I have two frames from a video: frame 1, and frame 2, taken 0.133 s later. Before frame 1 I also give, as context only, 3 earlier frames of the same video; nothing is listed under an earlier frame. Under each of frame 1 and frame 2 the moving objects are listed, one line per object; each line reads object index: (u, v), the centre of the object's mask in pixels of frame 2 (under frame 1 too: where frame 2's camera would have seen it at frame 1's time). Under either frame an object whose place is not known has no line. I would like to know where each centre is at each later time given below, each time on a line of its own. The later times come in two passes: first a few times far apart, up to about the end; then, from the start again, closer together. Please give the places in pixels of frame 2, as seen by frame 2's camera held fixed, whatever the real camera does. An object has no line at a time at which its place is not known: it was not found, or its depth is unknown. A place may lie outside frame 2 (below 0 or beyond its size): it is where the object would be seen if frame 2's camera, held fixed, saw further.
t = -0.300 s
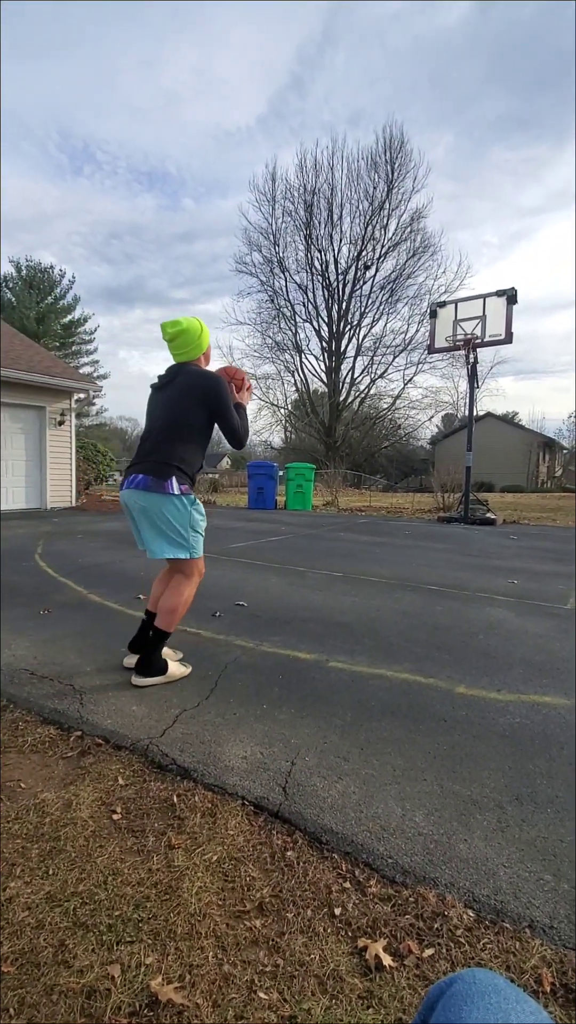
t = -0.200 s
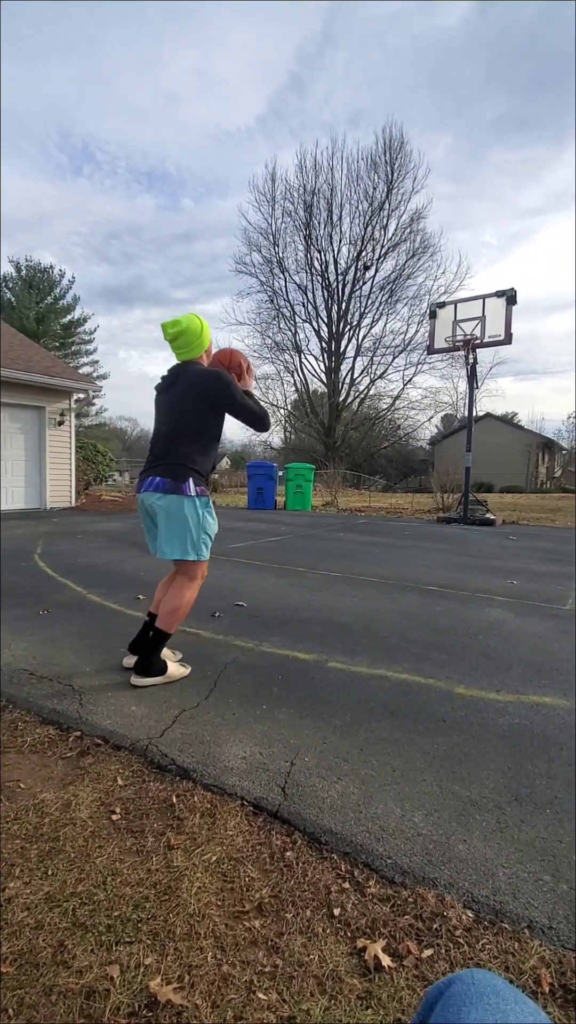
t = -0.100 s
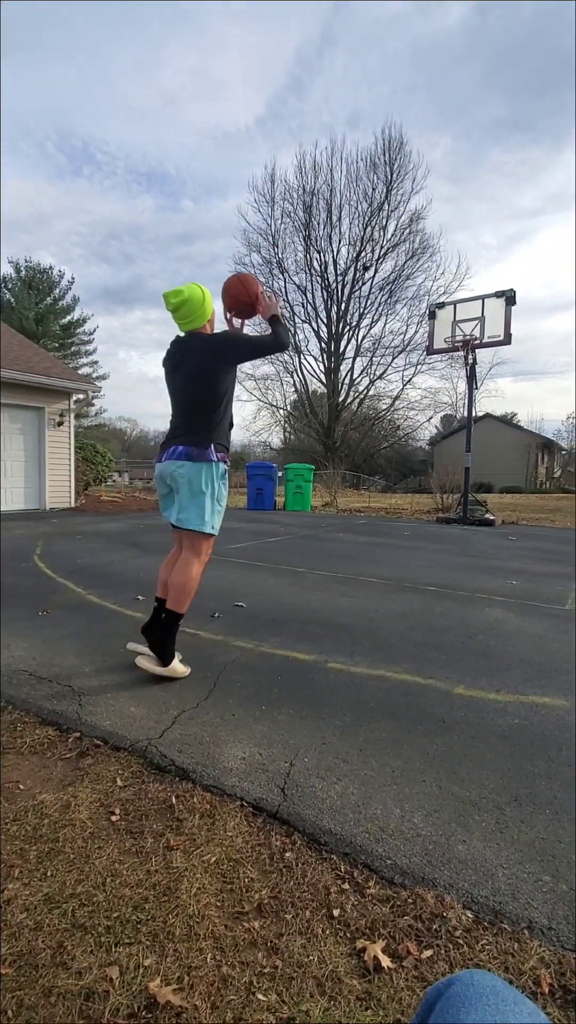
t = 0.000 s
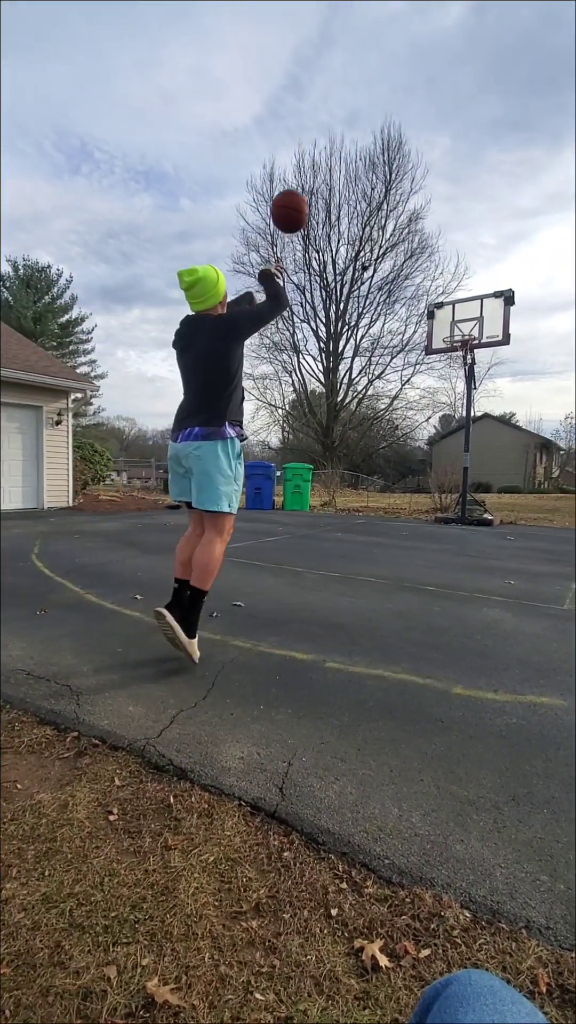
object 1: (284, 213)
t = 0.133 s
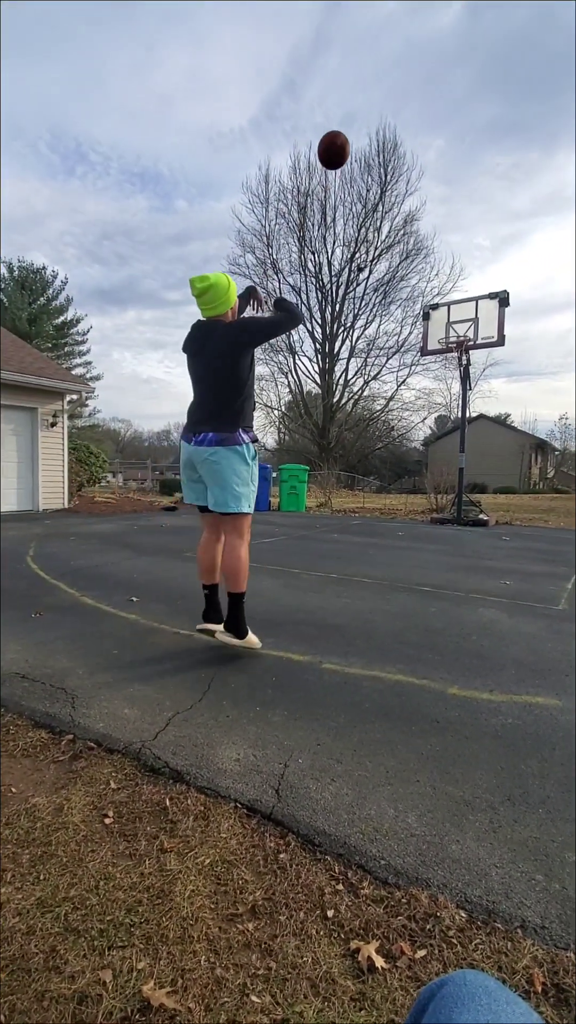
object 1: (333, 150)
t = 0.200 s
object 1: (352, 133)
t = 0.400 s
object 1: (395, 122)
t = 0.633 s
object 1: (426, 159)
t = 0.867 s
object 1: (446, 226)
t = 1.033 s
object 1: (456, 284)
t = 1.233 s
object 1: (466, 327)
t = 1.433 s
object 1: (464, 328)
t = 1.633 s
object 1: (455, 336)
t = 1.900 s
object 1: (450, 368)
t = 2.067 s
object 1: (453, 386)
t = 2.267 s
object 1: (452, 425)
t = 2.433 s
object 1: (453, 476)
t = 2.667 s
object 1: (456, 493)
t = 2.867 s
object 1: (462, 456)
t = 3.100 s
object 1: (468, 443)
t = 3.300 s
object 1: (473, 458)
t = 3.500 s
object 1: (475, 501)
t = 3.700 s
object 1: (481, 507)
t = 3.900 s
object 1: (487, 484)
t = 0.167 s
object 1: (343, 140)
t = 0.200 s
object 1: (352, 133)
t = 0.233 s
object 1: (361, 127)
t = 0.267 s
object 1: (369, 124)
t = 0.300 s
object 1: (376, 122)
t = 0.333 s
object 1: (383, 121)
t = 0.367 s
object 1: (389, 121)
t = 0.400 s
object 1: (395, 122)
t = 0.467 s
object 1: (406, 128)
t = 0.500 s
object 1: (410, 133)
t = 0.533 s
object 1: (414, 138)
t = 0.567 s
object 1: (418, 145)
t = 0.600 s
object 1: (422, 151)
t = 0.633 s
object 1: (426, 159)
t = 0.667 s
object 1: (430, 167)
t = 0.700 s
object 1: (433, 175)
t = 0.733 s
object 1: (436, 184)
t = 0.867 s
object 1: (446, 226)
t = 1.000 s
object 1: (455, 271)
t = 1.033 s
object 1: (456, 284)
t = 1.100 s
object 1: (461, 308)
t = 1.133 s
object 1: (463, 321)
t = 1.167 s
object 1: (464, 329)
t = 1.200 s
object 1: (465, 328)
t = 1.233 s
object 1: (466, 327)
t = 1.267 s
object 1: (466, 327)
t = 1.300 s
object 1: (466, 327)
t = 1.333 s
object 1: (466, 327)
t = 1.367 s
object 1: (466, 328)
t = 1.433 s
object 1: (464, 328)
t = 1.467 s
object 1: (462, 327)
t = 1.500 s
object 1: (461, 327)
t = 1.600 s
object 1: (457, 332)
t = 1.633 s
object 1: (455, 336)
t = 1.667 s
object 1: (454, 340)
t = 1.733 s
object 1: (453, 347)
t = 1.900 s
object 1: (450, 368)
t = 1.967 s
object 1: (451, 374)
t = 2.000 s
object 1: (452, 378)
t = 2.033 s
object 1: (453, 382)
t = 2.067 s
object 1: (453, 386)
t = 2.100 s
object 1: (453, 391)
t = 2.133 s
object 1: (452, 397)
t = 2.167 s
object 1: (452, 403)
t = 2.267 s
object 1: (452, 425)
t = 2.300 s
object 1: (453, 434)
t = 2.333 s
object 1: (454, 444)
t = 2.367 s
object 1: (454, 454)
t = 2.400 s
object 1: (453, 465)
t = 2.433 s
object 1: (453, 476)
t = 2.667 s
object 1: (456, 493)
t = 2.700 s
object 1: (458, 486)
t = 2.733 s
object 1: (460, 479)
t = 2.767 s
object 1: (460, 472)
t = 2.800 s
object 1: (460, 466)
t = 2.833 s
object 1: (462, 460)
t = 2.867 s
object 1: (462, 456)
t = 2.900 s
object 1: (463, 452)
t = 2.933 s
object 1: (464, 449)
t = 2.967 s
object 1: (465, 446)
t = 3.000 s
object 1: (464, 444)
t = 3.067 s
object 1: (467, 443)
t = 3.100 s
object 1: (468, 443)
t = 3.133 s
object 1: (469, 443)
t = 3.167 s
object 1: (470, 445)
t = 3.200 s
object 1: (470, 447)
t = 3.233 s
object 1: (470, 450)
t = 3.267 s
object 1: (471, 454)
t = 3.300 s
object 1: (473, 458)
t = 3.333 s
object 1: (474, 463)
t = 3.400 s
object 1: (475, 475)
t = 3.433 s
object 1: (475, 483)
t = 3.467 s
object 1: (475, 492)
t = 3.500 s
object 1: (475, 501)
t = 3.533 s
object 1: (475, 510)
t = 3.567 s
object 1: (473, 521)
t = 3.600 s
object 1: (477, 529)
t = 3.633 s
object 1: (479, 521)
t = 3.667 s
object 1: (480, 513)
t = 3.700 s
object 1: (481, 507)
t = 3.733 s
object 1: (482, 502)
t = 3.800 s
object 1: (484, 491)
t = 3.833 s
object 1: (487, 487)
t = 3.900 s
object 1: (487, 484)
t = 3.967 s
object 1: (488, 482)
